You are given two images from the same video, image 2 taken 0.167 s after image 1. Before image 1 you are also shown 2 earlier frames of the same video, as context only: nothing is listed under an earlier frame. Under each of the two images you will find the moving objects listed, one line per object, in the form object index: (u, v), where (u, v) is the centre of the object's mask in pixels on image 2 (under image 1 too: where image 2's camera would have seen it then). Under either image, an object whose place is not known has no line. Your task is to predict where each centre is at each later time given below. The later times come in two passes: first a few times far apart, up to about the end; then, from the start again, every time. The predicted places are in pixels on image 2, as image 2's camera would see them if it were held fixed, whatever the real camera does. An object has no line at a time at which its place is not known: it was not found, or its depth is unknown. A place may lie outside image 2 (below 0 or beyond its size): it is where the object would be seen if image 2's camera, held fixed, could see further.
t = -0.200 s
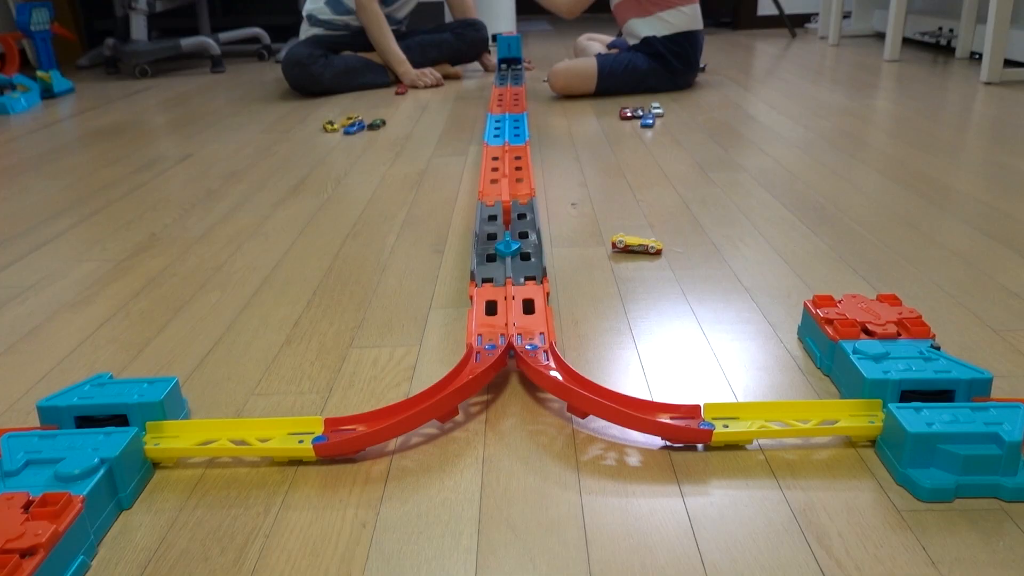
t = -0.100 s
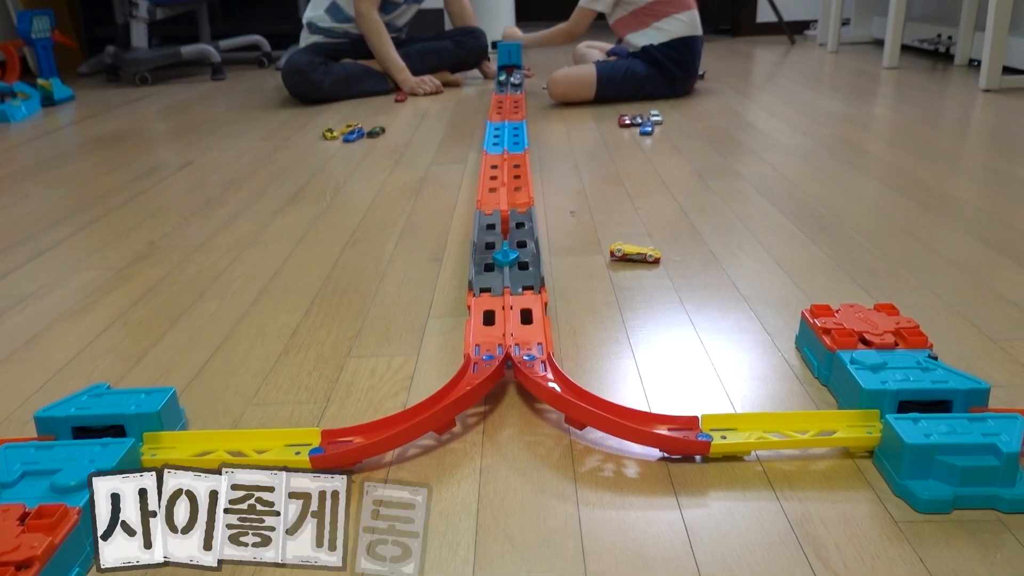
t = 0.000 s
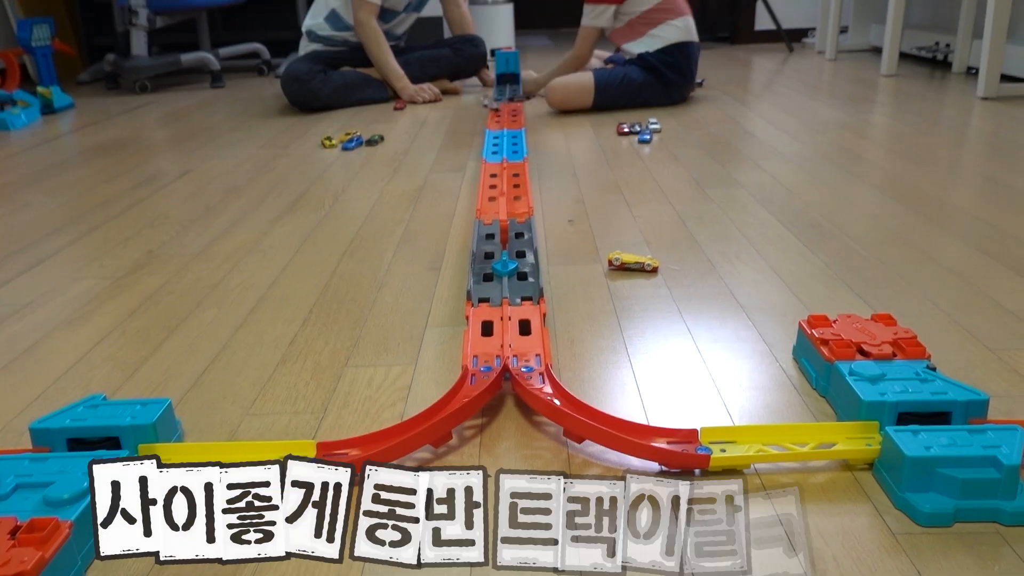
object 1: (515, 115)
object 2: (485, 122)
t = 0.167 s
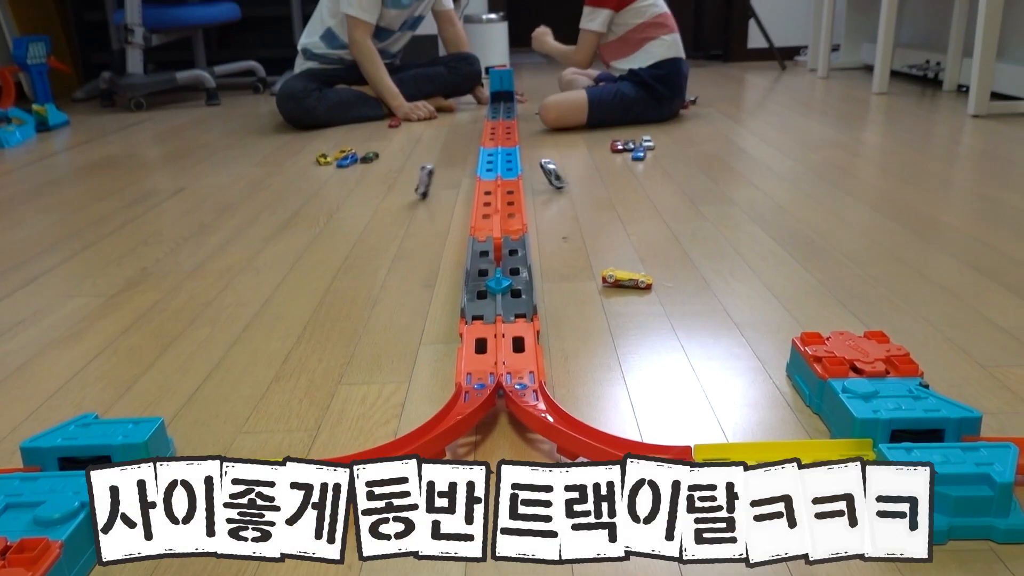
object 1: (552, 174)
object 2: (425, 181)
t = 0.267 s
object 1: (592, 206)
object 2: (373, 209)
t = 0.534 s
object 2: (141, 386)
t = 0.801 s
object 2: (219, 447)
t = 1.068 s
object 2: (332, 457)
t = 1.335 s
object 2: (345, 462)
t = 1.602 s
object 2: (343, 462)
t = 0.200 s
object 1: (565, 178)
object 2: (409, 184)
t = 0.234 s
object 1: (577, 190)
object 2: (392, 192)
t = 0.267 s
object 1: (592, 206)
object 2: (373, 209)
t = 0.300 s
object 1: (607, 219)
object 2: (352, 235)
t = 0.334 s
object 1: (626, 235)
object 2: (326, 272)
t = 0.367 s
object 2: (303, 289)
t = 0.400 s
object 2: (270, 306)
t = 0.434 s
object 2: (234, 342)
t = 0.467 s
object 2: (190, 373)
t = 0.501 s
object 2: (145, 390)
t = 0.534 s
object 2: (141, 386)
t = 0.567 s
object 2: (149, 374)
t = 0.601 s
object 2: (144, 374)
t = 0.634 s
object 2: (152, 390)
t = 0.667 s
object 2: (166, 400)
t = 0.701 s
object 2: (179, 403)
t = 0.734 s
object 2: (189, 412)
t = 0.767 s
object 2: (204, 422)
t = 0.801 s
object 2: (219, 447)
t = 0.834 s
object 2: (235, 450)
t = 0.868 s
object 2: (251, 454)
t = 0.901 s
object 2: (262, 470)
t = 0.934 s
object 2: (279, 477)
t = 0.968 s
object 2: (293, 468)
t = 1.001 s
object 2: (309, 460)
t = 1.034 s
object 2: (322, 458)
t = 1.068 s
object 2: (332, 457)
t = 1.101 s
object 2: (340, 459)
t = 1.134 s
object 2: (344, 462)
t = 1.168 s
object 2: (347, 462)
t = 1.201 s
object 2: (347, 462)
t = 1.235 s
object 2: (346, 462)
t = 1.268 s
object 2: (345, 462)
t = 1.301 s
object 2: (344, 462)
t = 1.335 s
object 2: (345, 462)
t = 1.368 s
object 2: (344, 462)
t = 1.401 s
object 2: (344, 462)
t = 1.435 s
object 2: (344, 462)
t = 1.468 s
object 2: (344, 462)
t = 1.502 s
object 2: (344, 462)
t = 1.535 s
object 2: (344, 462)
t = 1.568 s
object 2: (343, 462)
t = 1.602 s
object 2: (343, 462)
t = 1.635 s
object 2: (343, 462)
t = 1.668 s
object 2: (343, 462)
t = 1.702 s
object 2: (343, 462)
